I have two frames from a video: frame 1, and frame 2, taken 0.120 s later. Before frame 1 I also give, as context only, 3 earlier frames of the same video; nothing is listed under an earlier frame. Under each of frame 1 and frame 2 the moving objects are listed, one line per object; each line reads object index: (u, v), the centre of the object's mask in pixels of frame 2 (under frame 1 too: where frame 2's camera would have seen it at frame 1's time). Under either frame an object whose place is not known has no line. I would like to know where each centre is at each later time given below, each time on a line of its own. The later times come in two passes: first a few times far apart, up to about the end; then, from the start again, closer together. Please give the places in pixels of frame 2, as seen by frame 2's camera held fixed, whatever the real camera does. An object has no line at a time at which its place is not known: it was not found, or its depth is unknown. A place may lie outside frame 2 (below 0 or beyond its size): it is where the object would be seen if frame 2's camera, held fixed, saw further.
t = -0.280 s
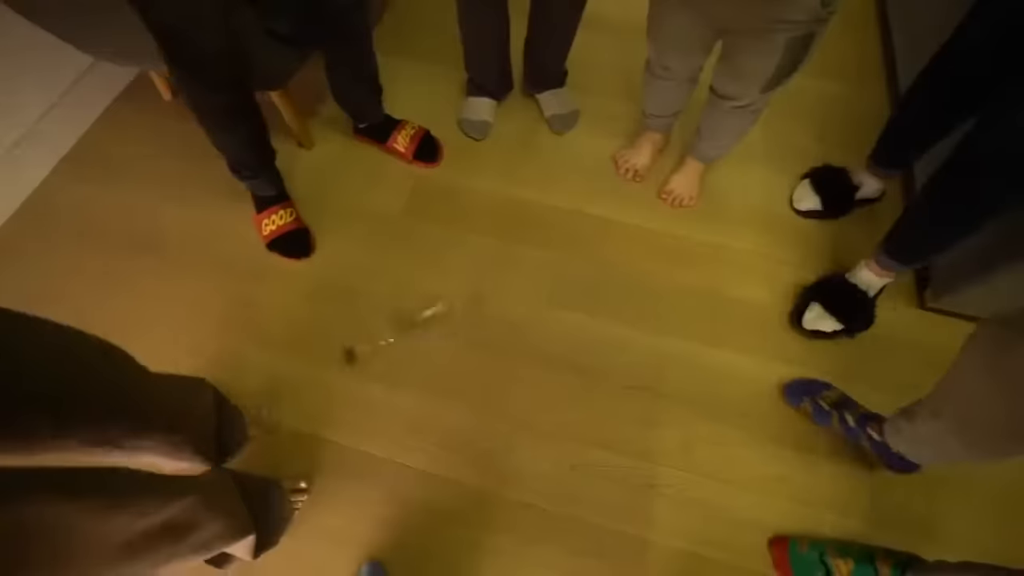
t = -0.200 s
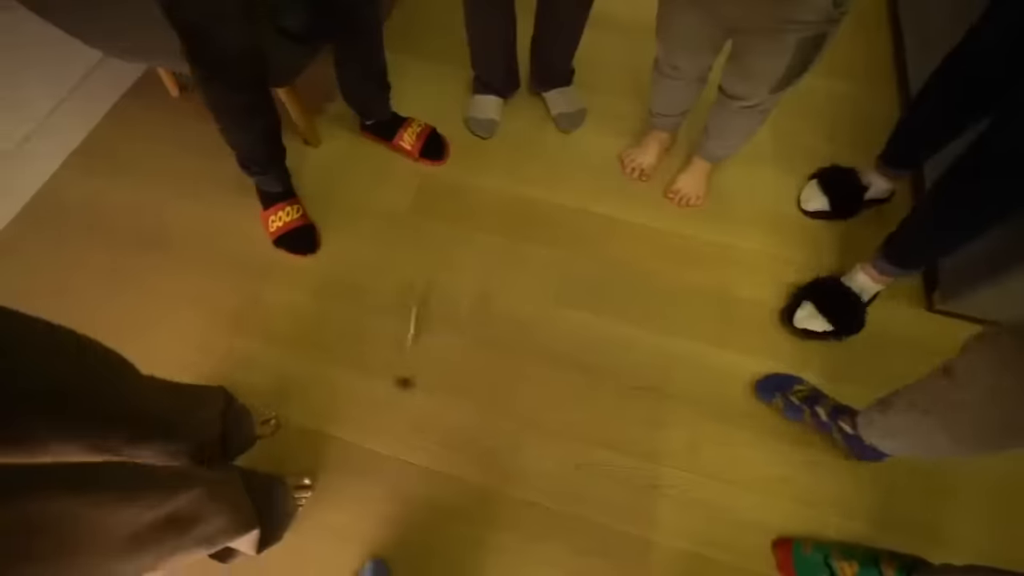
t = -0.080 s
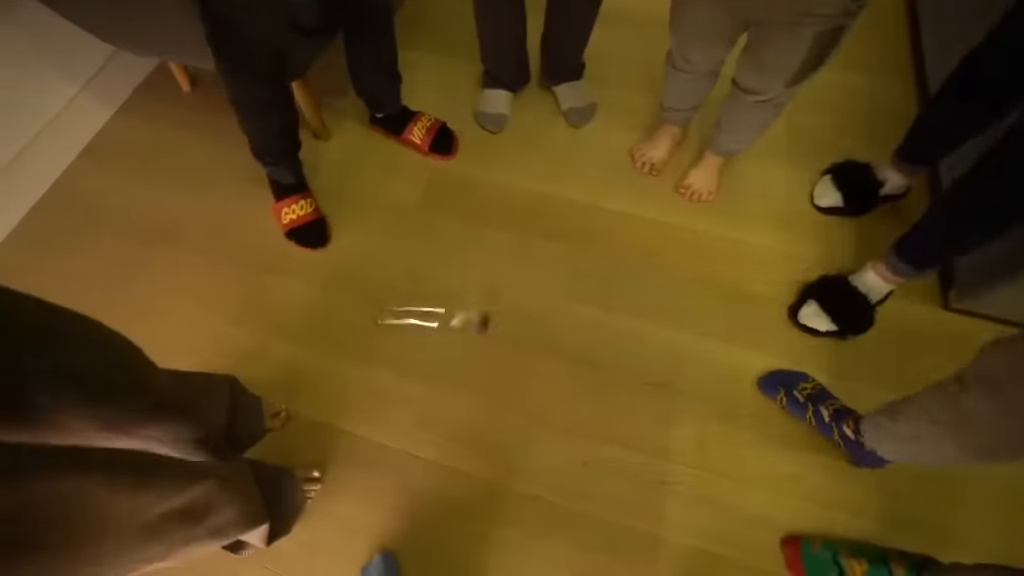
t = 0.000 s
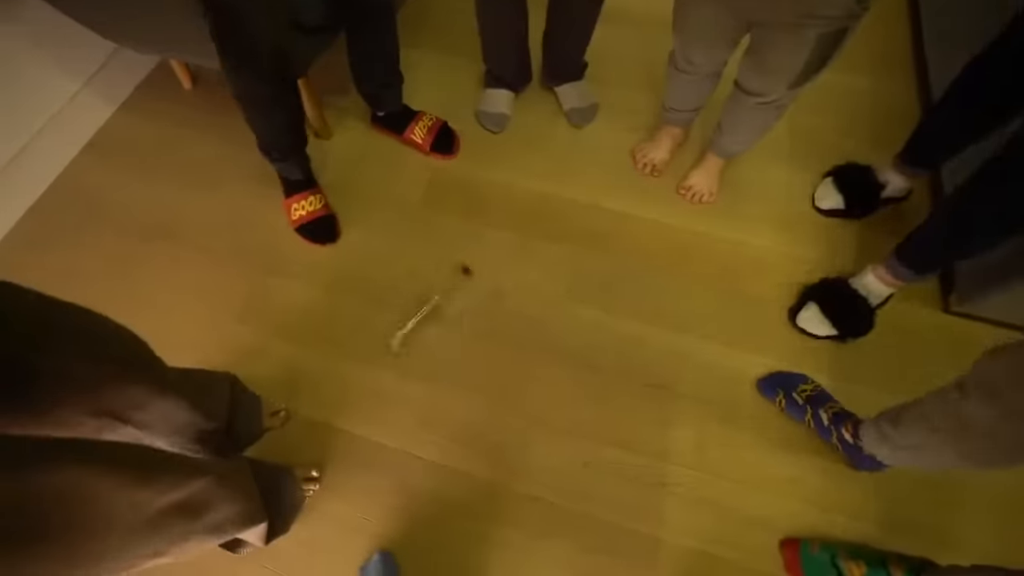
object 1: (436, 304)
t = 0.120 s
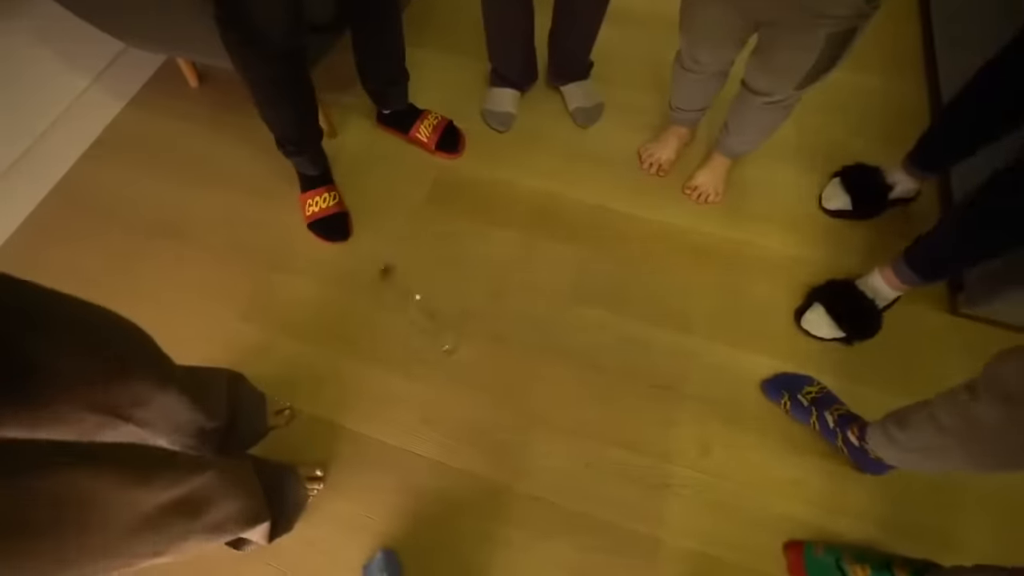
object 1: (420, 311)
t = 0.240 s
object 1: (430, 312)
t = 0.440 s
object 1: (432, 322)
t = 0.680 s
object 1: (419, 336)
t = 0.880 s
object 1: (406, 329)
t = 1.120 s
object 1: (417, 322)
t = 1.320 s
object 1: (414, 312)
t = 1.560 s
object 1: (403, 305)
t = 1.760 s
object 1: (398, 311)
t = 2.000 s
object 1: (397, 313)
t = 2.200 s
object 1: (400, 293)
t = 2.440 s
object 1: (402, 283)
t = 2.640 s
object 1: (405, 279)
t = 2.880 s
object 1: (402, 283)
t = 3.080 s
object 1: (401, 291)
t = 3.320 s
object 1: (400, 304)
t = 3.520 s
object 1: (398, 310)
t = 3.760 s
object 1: (399, 308)
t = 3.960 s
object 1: (403, 298)
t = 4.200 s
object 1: (403, 286)
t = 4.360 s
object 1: (404, 281)
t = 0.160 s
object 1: (442, 321)
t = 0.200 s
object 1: (417, 317)
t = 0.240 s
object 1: (430, 312)
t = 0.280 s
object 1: (421, 324)
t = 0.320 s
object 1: (429, 334)
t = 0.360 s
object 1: (433, 341)
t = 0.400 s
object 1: (443, 339)
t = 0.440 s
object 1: (432, 322)
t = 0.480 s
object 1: (429, 319)
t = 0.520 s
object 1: (435, 307)
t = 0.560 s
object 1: (416, 326)
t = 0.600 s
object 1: (427, 309)
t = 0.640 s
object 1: (421, 337)
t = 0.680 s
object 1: (419, 336)
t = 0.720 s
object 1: (431, 326)
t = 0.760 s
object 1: (434, 323)
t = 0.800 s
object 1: (410, 322)
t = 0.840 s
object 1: (413, 323)
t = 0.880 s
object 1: (406, 329)
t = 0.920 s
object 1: (415, 323)
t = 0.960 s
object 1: (417, 323)
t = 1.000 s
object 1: (418, 326)
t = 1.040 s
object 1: (420, 333)
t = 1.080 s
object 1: (420, 329)
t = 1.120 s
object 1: (417, 322)
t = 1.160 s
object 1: (421, 322)
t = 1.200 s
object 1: (414, 316)
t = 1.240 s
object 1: (417, 315)
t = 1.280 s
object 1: (418, 314)
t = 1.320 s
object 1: (414, 312)
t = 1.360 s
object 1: (412, 311)
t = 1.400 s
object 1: (412, 309)
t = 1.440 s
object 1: (412, 305)
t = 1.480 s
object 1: (409, 305)
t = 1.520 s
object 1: (406, 306)
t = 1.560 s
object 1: (403, 305)
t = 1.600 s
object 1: (401, 308)
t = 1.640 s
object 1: (404, 311)
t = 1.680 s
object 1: (400, 313)
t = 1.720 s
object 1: (398, 309)
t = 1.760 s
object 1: (398, 311)
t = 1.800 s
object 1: (397, 311)
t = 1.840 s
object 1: (395, 313)
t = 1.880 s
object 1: (399, 314)
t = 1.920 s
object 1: (397, 315)
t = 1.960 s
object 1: (397, 315)
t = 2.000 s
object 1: (397, 313)
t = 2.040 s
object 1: (397, 313)
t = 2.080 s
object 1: (397, 312)
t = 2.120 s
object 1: (397, 311)
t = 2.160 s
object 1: (400, 295)
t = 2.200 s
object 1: (400, 293)
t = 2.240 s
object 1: (402, 292)
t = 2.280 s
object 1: (402, 290)
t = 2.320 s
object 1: (402, 288)
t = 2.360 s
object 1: (402, 286)
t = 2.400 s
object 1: (402, 284)
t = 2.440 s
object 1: (402, 283)
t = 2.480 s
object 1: (402, 281)
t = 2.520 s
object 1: (404, 280)
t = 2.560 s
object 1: (404, 280)
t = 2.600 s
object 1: (405, 279)
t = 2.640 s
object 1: (405, 279)
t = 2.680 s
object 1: (404, 279)
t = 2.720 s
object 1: (404, 280)
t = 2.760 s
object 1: (404, 279)
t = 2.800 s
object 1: (404, 280)
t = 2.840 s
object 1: (403, 282)
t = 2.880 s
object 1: (402, 283)
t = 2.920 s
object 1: (402, 285)
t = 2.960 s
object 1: (402, 286)
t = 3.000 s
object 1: (402, 288)
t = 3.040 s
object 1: (402, 289)
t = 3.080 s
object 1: (401, 291)
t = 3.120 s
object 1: (400, 292)
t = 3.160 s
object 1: (401, 294)
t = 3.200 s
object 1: (400, 297)
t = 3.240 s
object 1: (401, 299)
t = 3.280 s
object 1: (400, 302)
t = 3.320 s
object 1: (400, 304)
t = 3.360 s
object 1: (399, 305)
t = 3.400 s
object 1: (398, 307)
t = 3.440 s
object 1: (399, 309)
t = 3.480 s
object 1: (399, 310)
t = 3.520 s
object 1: (398, 310)
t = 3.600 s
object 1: (398, 311)
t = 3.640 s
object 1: (398, 311)
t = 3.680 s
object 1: (399, 310)
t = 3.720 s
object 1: (399, 309)
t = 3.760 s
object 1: (399, 308)
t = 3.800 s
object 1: (400, 307)
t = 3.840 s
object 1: (402, 305)
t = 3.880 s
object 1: (402, 302)
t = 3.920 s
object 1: (404, 300)
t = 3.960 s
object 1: (403, 298)
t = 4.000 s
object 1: (403, 296)
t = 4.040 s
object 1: (403, 294)
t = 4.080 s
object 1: (402, 292)
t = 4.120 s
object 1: (402, 289)
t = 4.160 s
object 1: (403, 288)
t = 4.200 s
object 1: (403, 286)
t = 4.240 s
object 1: (403, 285)
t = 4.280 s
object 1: (404, 283)
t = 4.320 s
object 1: (404, 282)
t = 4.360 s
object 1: (404, 281)
